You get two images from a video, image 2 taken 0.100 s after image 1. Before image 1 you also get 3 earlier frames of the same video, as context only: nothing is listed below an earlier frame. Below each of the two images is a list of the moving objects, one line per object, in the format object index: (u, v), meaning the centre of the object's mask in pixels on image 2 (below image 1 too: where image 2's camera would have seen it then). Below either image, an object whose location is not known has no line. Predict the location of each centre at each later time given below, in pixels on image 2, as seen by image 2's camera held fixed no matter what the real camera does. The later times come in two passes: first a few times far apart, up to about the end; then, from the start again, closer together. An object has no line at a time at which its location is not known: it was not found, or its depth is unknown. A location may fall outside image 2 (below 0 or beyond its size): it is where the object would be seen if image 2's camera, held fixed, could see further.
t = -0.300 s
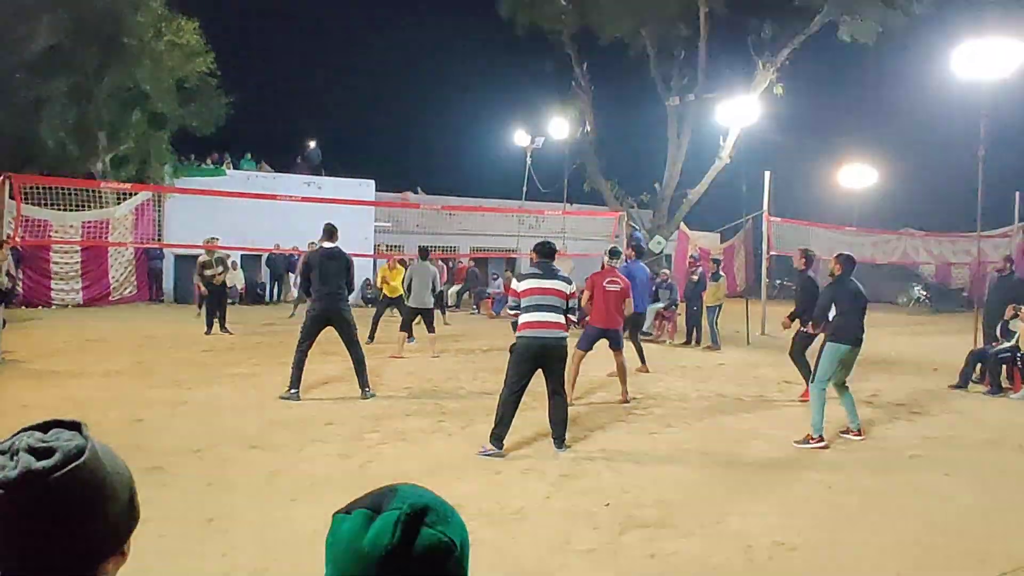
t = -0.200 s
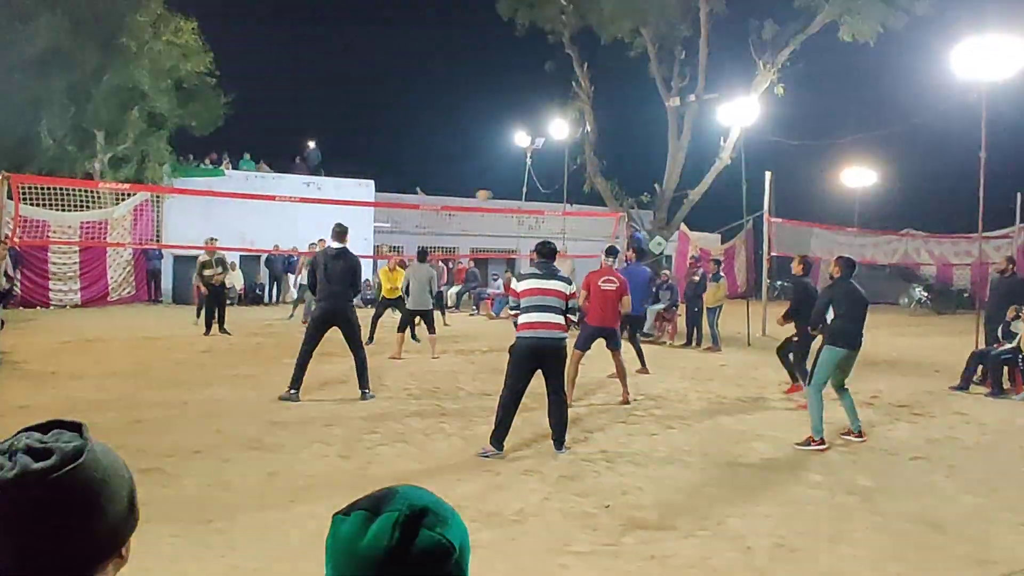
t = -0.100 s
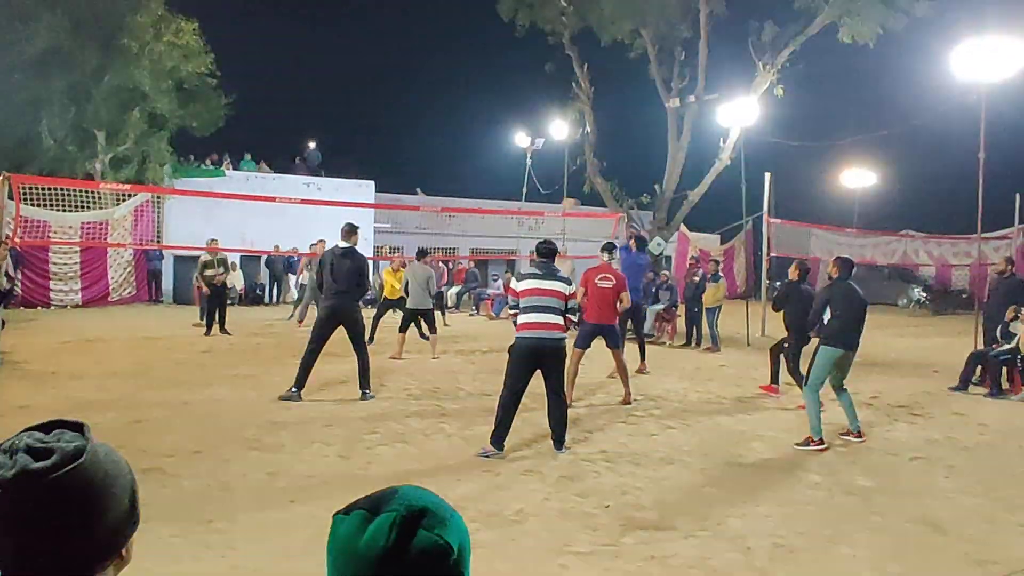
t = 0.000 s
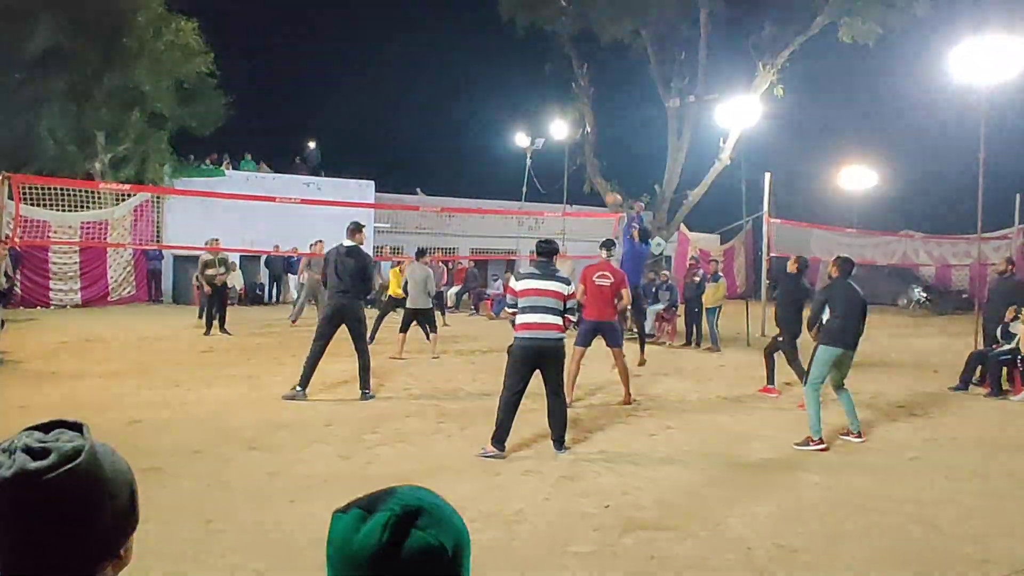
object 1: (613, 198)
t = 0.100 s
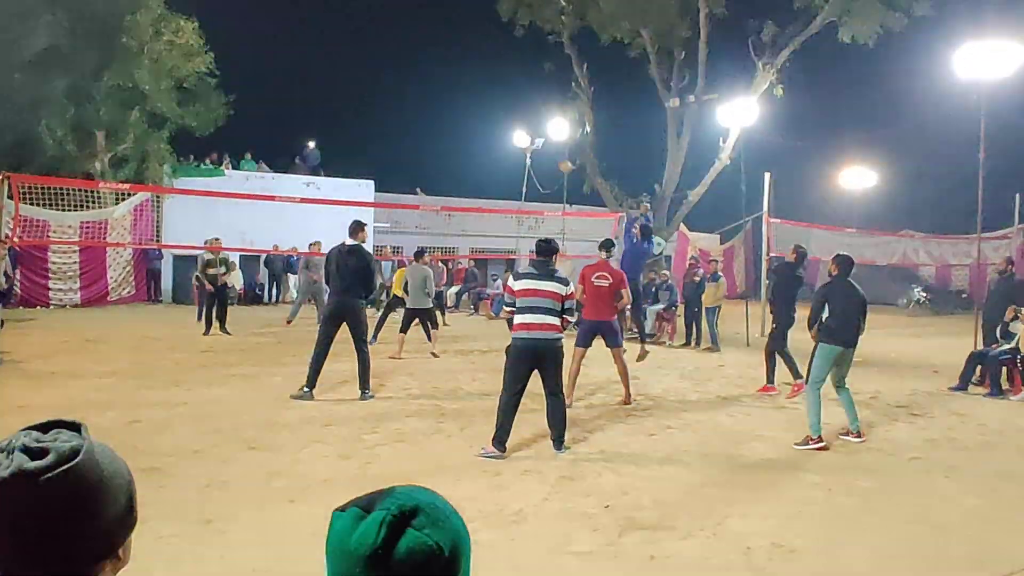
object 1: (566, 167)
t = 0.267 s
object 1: (493, 133)
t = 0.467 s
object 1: (417, 119)
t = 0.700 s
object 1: (343, 135)
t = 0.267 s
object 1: (493, 133)
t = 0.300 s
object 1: (479, 128)
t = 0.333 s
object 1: (466, 125)
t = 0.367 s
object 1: (454, 123)
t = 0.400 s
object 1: (442, 121)
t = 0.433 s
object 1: (429, 120)
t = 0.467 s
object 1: (417, 119)
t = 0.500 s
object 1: (406, 120)
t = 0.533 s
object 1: (394, 119)
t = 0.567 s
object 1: (384, 122)
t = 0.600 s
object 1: (374, 125)
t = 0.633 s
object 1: (363, 128)
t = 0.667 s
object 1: (353, 131)
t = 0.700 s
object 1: (343, 135)
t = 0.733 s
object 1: (333, 139)
